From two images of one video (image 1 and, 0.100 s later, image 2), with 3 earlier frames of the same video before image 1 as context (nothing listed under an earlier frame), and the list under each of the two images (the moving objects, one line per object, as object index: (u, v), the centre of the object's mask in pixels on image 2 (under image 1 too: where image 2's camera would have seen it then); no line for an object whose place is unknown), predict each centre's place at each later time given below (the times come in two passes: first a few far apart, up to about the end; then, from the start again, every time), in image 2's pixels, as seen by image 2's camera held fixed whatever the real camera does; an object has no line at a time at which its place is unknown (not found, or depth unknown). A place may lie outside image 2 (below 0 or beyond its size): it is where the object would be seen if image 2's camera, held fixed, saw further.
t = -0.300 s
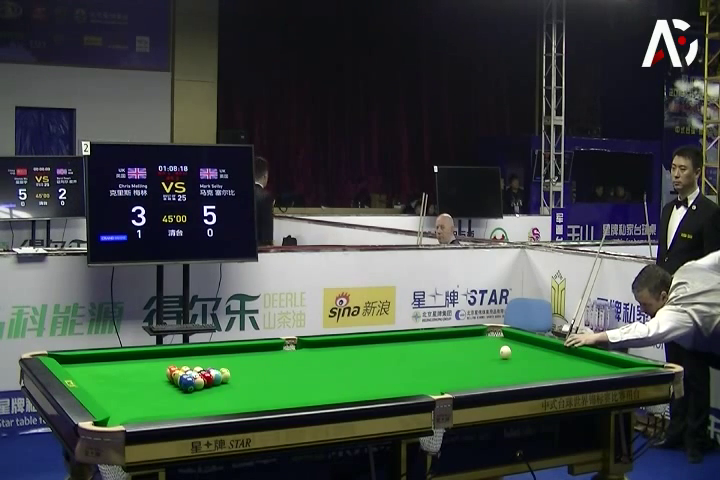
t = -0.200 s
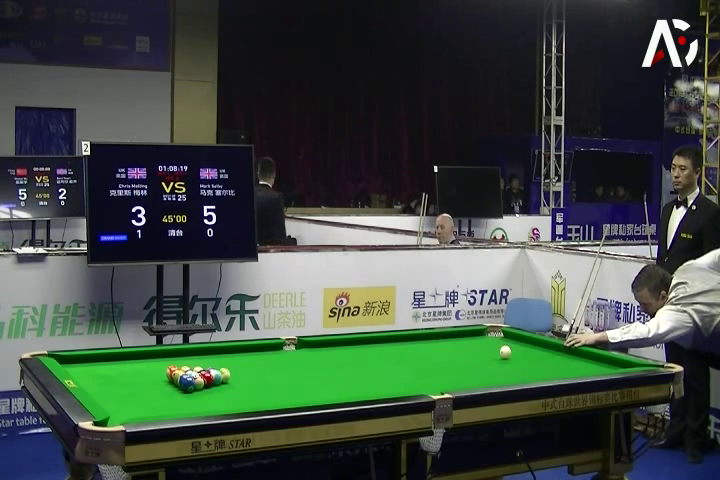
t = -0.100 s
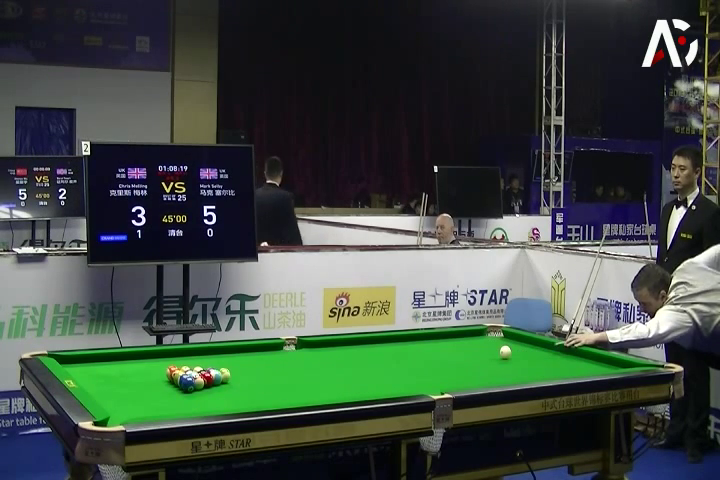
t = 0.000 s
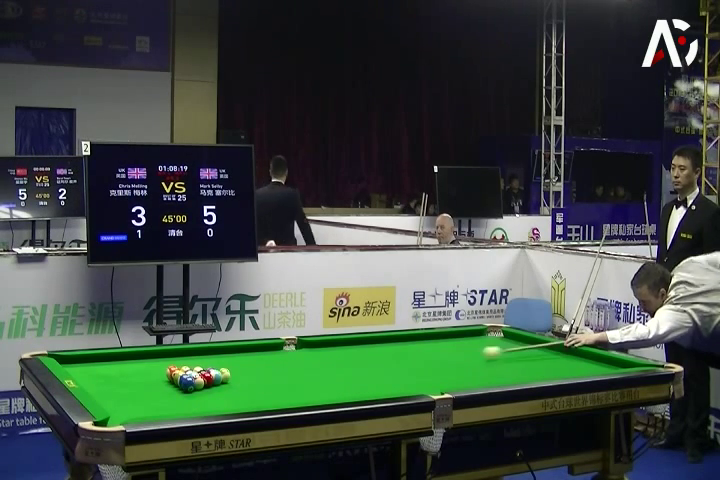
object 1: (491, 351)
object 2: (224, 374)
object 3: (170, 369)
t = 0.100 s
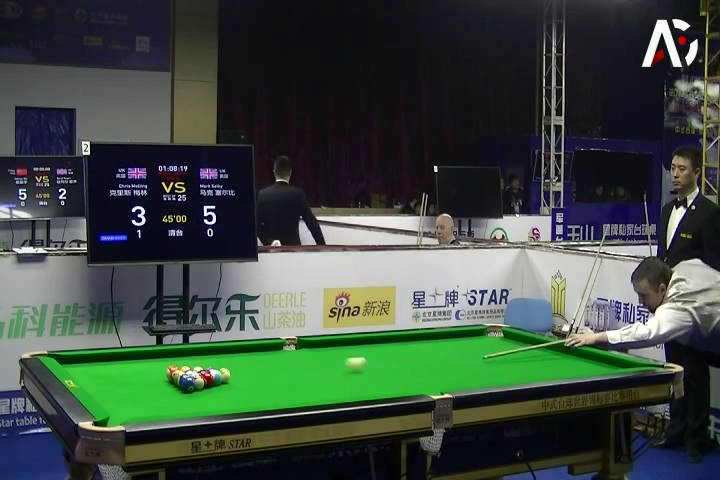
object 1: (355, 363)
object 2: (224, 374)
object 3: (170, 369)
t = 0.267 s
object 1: (258, 372)
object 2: (236, 372)
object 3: (105, 369)
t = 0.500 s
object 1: (303, 367)
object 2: (265, 372)
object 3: (139, 356)
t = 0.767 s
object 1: (328, 364)
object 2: (296, 371)
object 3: (234, 351)
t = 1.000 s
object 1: (345, 362)
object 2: (322, 369)
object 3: (315, 350)
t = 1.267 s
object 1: (364, 359)
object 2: (350, 368)
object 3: (403, 349)
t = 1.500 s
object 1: (379, 357)
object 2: (373, 366)
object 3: (476, 348)
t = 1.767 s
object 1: (394, 354)
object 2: (397, 364)
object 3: (545, 344)
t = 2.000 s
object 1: (406, 354)
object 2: (416, 363)
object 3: (521, 347)
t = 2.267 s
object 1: (420, 352)
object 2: (438, 362)
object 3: (495, 351)
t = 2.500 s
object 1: (399, 351)
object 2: (455, 361)
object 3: (473, 354)
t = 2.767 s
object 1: (369, 352)
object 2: (474, 360)
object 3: (447, 356)
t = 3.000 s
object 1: (345, 352)
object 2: (489, 358)
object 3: (425, 359)
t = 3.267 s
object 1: (339, 351)
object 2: (504, 357)
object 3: (402, 359)
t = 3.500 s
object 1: (338, 350)
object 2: (517, 356)
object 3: (377, 362)
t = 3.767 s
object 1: (338, 350)
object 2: (530, 355)
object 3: (351, 362)
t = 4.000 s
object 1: (337, 349)
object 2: (540, 355)
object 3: (330, 362)
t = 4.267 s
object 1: (337, 349)
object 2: (552, 354)
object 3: (307, 362)
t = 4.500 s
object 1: (337, 349)
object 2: (560, 353)
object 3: (288, 362)
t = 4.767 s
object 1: (337, 349)
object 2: (569, 352)
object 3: (268, 361)
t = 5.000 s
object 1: (337, 349)
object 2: (576, 351)
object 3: (251, 361)
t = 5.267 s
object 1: (337, 349)
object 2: (575, 351)
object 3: (232, 361)
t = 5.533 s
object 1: (337, 349)
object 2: (571, 352)
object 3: (216, 361)
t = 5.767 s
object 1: (337, 349)
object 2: (568, 352)
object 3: (202, 361)
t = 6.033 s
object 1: (337, 349)
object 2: (566, 352)
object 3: (187, 360)
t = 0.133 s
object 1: (305, 368)
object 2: (224, 374)
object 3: (170, 369)
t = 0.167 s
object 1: (253, 372)
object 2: (224, 374)
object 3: (170, 369)
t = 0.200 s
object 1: (242, 373)
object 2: (227, 372)
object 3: (160, 370)
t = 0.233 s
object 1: (250, 373)
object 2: (232, 370)
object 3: (130, 370)
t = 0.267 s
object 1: (258, 372)
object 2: (236, 372)
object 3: (105, 369)
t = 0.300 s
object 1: (266, 371)
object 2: (240, 371)
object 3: (81, 368)
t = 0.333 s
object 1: (274, 371)
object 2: (245, 372)
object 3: (71, 366)
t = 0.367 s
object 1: (280, 370)
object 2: (249, 372)
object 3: (85, 363)
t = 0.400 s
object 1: (287, 369)
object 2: (253, 372)
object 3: (100, 362)
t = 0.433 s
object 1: (292, 368)
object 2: (257, 372)
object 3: (114, 360)
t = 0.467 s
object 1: (298, 368)
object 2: (261, 372)
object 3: (127, 358)
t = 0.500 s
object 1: (303, 367)
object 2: (265, 372)
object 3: (139, 356)
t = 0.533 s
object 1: (307, 367)
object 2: (269, 372)
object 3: (150, 354)
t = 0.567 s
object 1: (311, 366)
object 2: (273, 371)
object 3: (161, 352)
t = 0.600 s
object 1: (314, 366)
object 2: (277, 371)
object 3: (173, 351)
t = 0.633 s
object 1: (318, 366)
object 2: (281, 371)
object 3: (185, 352)
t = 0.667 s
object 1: (320, 366)
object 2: (285, 371)
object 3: (198, 352)
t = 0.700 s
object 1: (323, 365)
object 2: (289, 371)
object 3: (210, 352)
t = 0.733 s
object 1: (325, 365)
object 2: (292, 371)
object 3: (222, 349)
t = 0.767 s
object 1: (328, 364)
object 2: (296, 371)
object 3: (234, 351)
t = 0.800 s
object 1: (330, 364)
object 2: (300, 371)
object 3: (246, 349)
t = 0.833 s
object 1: (333, 364)
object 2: (303, 370)
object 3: (258, 351)
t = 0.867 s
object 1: (335, 363)
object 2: (307, 370)
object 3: (269, 351)
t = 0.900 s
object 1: (338, 363)
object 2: (311, 370)
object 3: (281, 351)
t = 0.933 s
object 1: (341, 363)
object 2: (315, 370)
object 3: (292, 351)
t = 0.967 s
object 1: (343, 363)
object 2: (319, 369)
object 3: (304, 350)
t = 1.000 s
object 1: (345, 362)
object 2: (322, 369)
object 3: (315, 350)
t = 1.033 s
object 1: (348, 362)
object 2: (326, 369)
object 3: (326, 350)
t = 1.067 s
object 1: (350, 361)
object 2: (329, 369)
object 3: (338, 350)
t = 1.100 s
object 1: (353, 361)
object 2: (333, 369)
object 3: (348, 349)
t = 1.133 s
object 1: (355, 361)
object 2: (336, 369)
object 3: (360, 349)
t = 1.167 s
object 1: (357, 361)
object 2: (340, 368)
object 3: (371, 350)
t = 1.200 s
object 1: (359, 360)
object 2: (343, 368)
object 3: (382, 350)
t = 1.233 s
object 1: (362, 360)
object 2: (346, 368)
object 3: (392, 349)
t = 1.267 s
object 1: (364, 359)
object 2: (350, 368)
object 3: (403, 349)
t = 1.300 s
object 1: (366, 359)
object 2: (353, 368)
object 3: (413, 349)
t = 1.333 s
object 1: (368, 359)
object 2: (357, 367)
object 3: (425, 349)
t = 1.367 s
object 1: (370, 358)
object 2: (360, 367)
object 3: (435, 349)
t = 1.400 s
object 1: (373, 358)
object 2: (363, 367)
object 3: (446, 348)
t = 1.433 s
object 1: (375, 358)
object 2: (366, 367)
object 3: (456, 348)
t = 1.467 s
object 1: (377, 357)
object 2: (370, 366)
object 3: (466, 348)
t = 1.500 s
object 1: (379, 357)
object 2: (373, 366)
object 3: (476, 348)
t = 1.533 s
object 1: (381, 356)
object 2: (376, 366)
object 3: (486, 348)
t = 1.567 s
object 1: (383, 355)
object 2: (379, 366)
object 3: (496, 348)
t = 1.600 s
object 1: (385, 355)
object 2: (382, 365)
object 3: (506, 347)
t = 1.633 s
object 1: (387, 355)
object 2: (386, 365)
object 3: (516, 347)
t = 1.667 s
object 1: (389, 354)
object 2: (389, 365)
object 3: (526, 346)
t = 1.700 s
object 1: (390, 354)
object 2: (391, 365)
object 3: (534, 346)
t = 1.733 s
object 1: (392, 354)
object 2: (394, 365)
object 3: (540, 345)
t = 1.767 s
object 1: (394, 354)
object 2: (397, 364)
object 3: (545, 344)
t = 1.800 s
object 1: (395, 354)
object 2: (400, 364)
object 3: (547, 345)
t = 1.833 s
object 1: (397, 354)
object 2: (403, 364)
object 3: (544, 342)
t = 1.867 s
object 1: (399, 354)
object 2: (406, 364)
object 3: (539, 343)
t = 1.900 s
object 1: (401, 354)
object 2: (408, 364)
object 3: (533, 346)
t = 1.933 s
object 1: (403, 354)
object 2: (411, 364)
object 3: (529, 346)
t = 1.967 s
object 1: (405, 354)
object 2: (414, 363)
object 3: (524, 347)
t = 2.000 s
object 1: (406, 354)
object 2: (416, 363)
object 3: (521, 347)
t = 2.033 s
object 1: (408, 354)
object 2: (420, 363)
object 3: (517, 347)
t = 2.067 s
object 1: (410, 353)
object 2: (422, 363)
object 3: (514, 348)
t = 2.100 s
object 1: (412, 353)
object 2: (425, 363)
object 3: (511, 349)
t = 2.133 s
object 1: (413, 353)
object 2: (428, 362)
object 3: (507, 349)
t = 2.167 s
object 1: (415, 353)
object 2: (431, 362)
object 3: (504, 349)
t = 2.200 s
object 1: (416, 352)
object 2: (433, 362)
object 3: (501, 349)
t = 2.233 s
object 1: (418, 352)
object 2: (436, 362)
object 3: (498, 350)
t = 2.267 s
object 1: (420, 352)
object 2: (438, 362)
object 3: (495, 351)
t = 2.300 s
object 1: (421, 352)
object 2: (440, 362)
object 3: (491, 351)
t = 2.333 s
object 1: (422, 352)
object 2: (443, 361)
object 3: (488, 352)
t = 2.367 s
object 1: (420, 352)
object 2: (445, 361)
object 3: (485, 352)
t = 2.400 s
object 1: (414, 351)
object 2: (447, 361)
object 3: (482, 352)
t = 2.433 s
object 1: (409, 351)
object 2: (450, 361)
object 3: (479, 353)
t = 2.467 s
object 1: (404, 351)
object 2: (453, 361)
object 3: (476, 353)
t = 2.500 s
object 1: (399, 351)
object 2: (455, 361)
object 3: (473, 354)
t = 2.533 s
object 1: (394, 352)
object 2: (458, 360)
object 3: (469, 354)
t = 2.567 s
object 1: (391, 352)
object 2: (460, 360)
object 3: (467, 353)
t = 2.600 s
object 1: (387, 352)
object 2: (462, 360)
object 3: (464, 352)
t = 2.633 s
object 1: (383, 352)
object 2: (465, 360)
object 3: (459, 355)
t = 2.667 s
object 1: (380, 352)
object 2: (467, 360)
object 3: (456, 355)
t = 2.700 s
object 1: (376, 352)
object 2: (469, 360)
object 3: (454, 356)
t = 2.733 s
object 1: (373, 352)
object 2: (471, 360)
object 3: (451, 356)
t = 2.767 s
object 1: (369, 352)
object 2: (474, 360)
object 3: (447, 356)
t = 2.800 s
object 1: (366, 352)
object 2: (475, 359)
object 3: (444, 357)
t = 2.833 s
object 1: (362, 352)
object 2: (478, 359)
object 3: (441, 357)
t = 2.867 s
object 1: (359, 352)
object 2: (480, 359)
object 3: (438, 358)
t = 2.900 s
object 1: (355, 352)
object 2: (482, 359)
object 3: (435, 358)
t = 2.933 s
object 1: (352, 352)
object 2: (484, 359)
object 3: (432, 359)
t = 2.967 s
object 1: (349, 352)
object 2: (486, 358)
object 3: (428, 359)
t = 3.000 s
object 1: (345, 352)
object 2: (489, 358)
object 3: (425, 359)
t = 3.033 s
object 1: (342, 352)
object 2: (490, 358)
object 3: (422, 360)
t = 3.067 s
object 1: (339, 352)
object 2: (493, 358)
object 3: (418, 360)
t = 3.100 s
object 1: (339, 352)
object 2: (494, 358)
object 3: (415, 361)
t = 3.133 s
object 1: (339, 351)
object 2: (496, 358)
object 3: (412, 361)
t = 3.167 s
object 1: (339, 352)
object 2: (498, 358)
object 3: (409, 361)
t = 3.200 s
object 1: (339, 351)
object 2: (500, 357)
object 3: (406, 361)
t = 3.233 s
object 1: (339, 351)
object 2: (502, 357)
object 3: (404, 361)
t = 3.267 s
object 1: (339, 351)
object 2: (504, 357)
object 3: (402, 359)
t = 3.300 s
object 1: (339, 351)
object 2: (506, 357)
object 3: (394, 360)
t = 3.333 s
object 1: (339, 351)
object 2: (507, 357)
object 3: (392, 362)
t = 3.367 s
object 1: (339, 351)
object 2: (509, 357)
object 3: (390, 362)
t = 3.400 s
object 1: (338, 351)
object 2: (511, 356)
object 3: (386, 361)
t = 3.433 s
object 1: (338, 351)
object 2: (513, 356)
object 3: (383, 362)
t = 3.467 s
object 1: (338, 351)
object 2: (515, 356)
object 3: (380, 362)
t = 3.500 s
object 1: (338, 350)
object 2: (517, 356)
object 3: (377, 362)
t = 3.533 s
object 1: (338, 351)
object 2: (518, 356)
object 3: (373, 362)
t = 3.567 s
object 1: (338, 350)
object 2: (520, 356)
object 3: (370, 363)
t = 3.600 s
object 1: (338, 350)
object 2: (522, 355)
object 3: (367, 362)
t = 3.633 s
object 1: (338, 350)
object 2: (524, 355)
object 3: (364, 362)
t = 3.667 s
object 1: (338, 350)
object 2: (525, 355)
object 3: (360, 362)
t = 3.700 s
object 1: (338, 350)
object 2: (527, 355)
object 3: (358, 362)
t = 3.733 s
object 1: (338, 350)
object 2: (528, 355)
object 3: (355, 362)
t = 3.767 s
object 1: (338, 350)
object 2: (530, 355)
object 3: (351, 362)
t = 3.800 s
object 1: (337, 350)
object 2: (531, 355)
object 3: (348, 362)
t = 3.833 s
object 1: (338, 350)
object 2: (533, 355)
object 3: (345, 362)
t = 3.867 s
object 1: (337, 349)
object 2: (534, 355)
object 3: (342, 362)
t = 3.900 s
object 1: (337, 349)
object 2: (536, 355)
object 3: (339, 362)
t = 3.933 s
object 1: (337, 348)
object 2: (537, 355)
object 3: (336, 362)
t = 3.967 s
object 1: (338, 349)
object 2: (539, 355)
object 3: (333, 362)
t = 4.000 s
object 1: (337, 349)
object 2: (540, 355)
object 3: (330, 362)
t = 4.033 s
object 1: (337, 349)
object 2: (542, 354)
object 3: (327, 361)
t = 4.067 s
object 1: (337, 349)
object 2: (543, 354)
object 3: (324, 362)
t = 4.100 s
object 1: (337, 349)
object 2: (545, 354)
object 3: (321, 362)
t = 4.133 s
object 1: (337, 349)
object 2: (546, 354)
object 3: (318, 362)
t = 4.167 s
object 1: (337, 349)
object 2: (547, 354)
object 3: (315, 362)
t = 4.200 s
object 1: (337, 349)
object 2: (549, 354)
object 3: (313, 362)
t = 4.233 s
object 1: (337, 349)
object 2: (550, 354)
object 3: (310, 362)
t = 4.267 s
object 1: (337, 349)
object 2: (552, 354)
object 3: (307, 362)
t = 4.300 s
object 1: (337, 349)
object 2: (553, 354)
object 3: (305, 362)
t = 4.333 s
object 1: (337, 349)
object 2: (554, 353)
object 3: (301, 362)
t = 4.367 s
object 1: (337, 349)
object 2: (555, 353)
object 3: (298, 362)
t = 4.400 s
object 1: (337, 349)
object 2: (557, 353)
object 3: (296, 362)
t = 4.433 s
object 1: (337, 349)
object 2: (558, 353)
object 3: (294, 362)
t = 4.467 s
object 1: (337, 349)
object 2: (559, 353)
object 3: (291, 362)
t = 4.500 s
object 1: (337, 349)
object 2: (560, 353)
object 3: (288, 362)
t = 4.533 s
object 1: (337, 349)
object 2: (561, 353)
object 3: (285, 362)
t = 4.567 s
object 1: (337, 349)
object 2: (563, 353)
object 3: (283, 362)
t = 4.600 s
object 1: (337, 349)
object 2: (563, 353)
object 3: (281, 362)
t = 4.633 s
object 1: (337, 349)
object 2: (565, 353)
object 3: (279, 361)
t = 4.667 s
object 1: (337, 349)
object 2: (566, 353)
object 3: (275, 362)
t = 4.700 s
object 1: (337, 349)
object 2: (567, 352)
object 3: (273, 361)
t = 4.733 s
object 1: (337, 349)
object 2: (568, 352)
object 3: (269, 361)
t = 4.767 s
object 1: (337, 349)
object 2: (569, 352)
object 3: (268, 361)
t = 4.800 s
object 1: (337, 349)
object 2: (570, 352)
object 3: (266, 362)
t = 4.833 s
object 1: (337, 349)
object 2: (571, 352)
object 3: (263, 361)
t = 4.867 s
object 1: (337, 349)
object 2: (572, 352)
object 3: (259, 362)
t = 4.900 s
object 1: (337, 349)
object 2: (573, 352)
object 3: (258, 361)
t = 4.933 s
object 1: (337, 349)
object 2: (574, 352)
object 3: (255, 362)
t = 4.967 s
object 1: (337, 349)
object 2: (575, 352)
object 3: (253, 361)
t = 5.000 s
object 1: (337, 349)
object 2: (576, 351)
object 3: (251, 361)
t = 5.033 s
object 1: (337, 349)
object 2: (577, 351)
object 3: (248, 361)
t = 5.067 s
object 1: (337, 349)
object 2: (578, 351)
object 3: (246, 361)
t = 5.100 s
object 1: (337, 349)
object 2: (577, 351)
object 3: (244, 360)
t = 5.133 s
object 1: (337, 349)
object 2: (577, 351)
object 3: (241, 360)
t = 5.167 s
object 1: (337, 349)
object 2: (576, 351)
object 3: (238, 360)
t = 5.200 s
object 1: (337, 349)
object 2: (576, 351)
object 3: (237, 361)
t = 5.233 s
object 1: (337, 349)
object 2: (575, 351)
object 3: (235, 361)
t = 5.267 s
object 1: (337, 349)
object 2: (575, 351)
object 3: (232, 361)
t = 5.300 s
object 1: (337, 349)
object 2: (574, 352)
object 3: (230, 361)
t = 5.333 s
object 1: (337, 349)
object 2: (574, 352)
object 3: (229, 361)
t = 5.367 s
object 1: (337, 349)
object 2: (573, 352)
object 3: (226, 361)
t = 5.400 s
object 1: (337, 349)
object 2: (573, 352)
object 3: (223, 360)
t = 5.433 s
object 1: (337, 349)
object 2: (572, 352)
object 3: (222, 361)
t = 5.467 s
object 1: (337, 349)
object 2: (572, 352)
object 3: (220, 361)
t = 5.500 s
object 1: (337, 349)
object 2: (571, 352)
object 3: (218, 361)
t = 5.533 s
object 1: (337, 349)
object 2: (571, 352)
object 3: (216, 361)
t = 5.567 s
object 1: (337, 349)
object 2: (570, 352)
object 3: (214, 361)
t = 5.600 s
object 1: (337, 349)
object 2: (570, 352)
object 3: (212, 361)
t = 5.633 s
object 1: (337, 349)
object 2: (570, 352)
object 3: (210, 361)
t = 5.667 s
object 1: (337, 349)
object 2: (569, 352)
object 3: (208, 361)
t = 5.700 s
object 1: (337, 349)
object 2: (568, 352)
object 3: (206, 361)
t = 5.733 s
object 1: (337, 349)
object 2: (568, 352)
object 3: (204, 360)
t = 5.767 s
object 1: (337, 349)
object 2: (568, 352)
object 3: (202, 361)
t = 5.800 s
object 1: (337, 349)
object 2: (568, 352)
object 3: (200, 361)
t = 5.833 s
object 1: (337, 349)
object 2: (567, 352)
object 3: (198, 361)
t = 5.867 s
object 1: (337, 349)
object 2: (567, 352)
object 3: (197, 361)
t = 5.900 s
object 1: (337, 349)
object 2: (566, 352)
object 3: (195, 360)
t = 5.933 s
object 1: (337, 349)
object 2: (566, 352)
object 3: (193, 360)
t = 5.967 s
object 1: (337, 349)
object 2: (566, 352)
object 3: (191, 360)
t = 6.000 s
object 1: (337, 349)
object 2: (566, 352)
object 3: (189, 360)
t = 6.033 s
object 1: (337, 349)
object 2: (566, 352)
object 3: (187, 360)
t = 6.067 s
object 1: (337, 349)
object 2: (565, 352)
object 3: (185, 360)
